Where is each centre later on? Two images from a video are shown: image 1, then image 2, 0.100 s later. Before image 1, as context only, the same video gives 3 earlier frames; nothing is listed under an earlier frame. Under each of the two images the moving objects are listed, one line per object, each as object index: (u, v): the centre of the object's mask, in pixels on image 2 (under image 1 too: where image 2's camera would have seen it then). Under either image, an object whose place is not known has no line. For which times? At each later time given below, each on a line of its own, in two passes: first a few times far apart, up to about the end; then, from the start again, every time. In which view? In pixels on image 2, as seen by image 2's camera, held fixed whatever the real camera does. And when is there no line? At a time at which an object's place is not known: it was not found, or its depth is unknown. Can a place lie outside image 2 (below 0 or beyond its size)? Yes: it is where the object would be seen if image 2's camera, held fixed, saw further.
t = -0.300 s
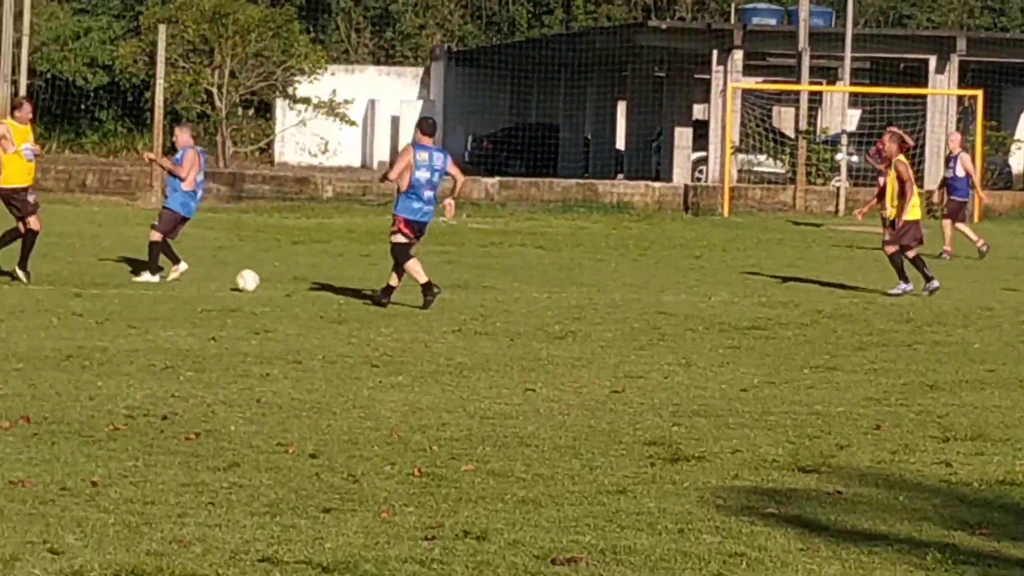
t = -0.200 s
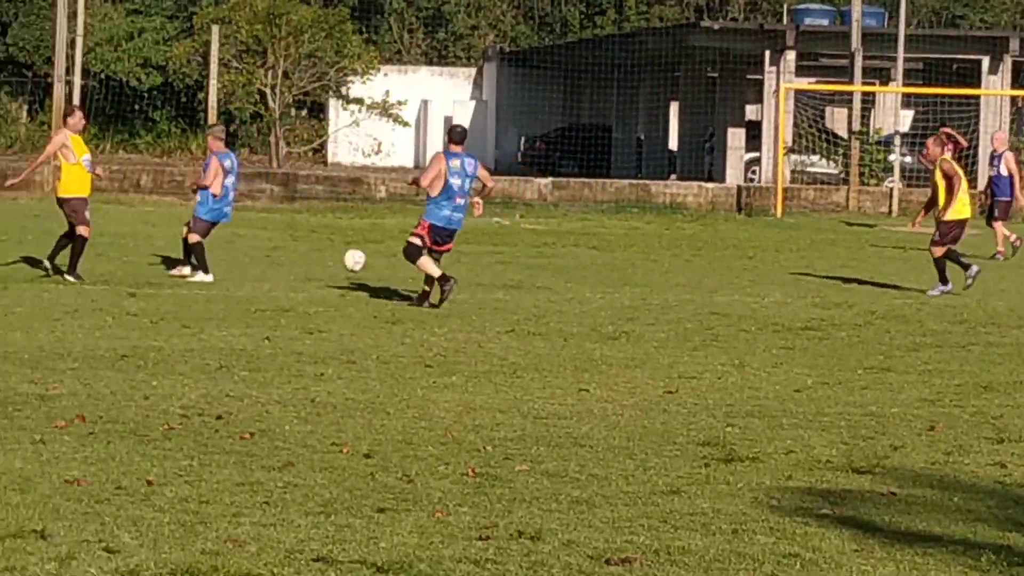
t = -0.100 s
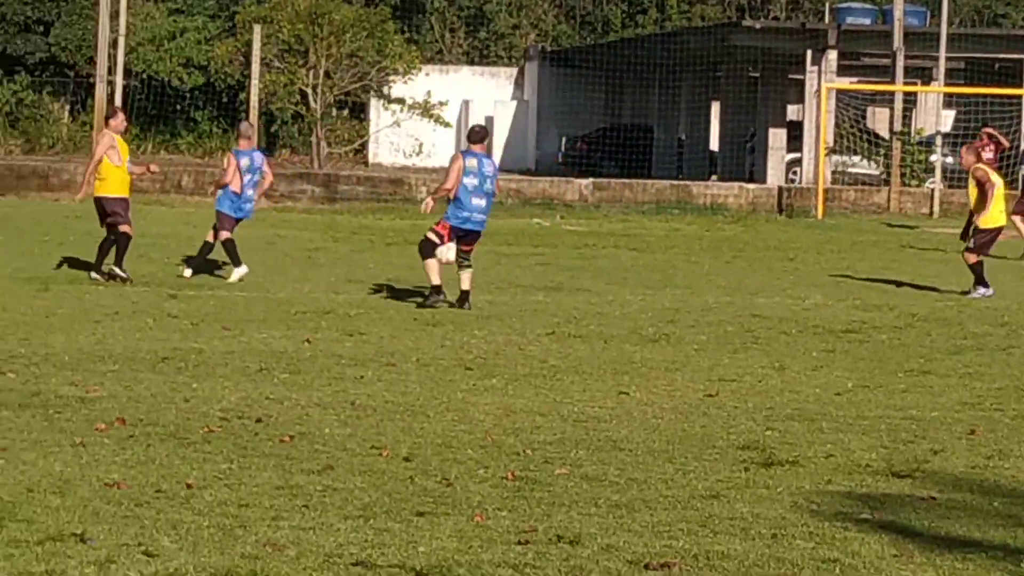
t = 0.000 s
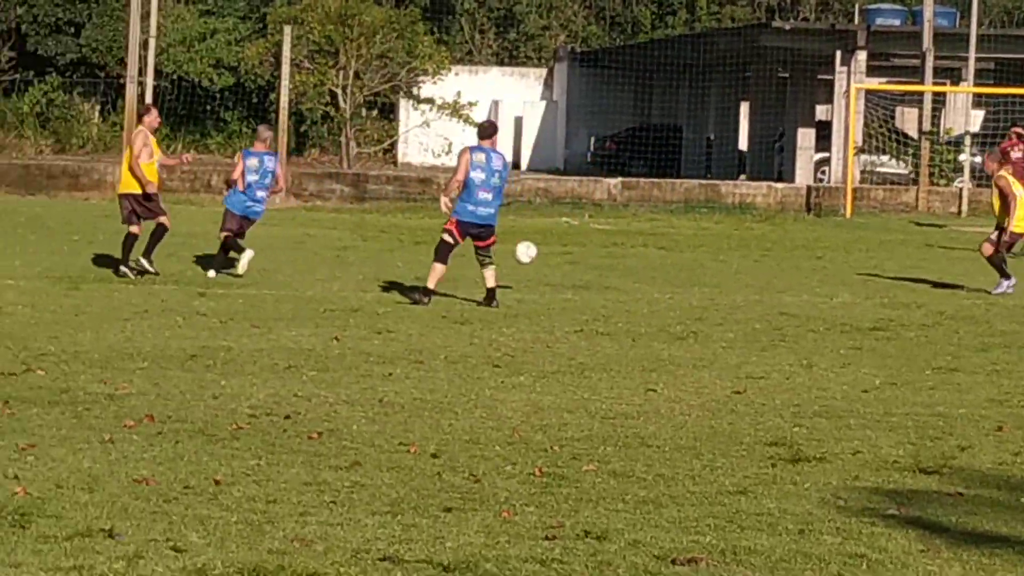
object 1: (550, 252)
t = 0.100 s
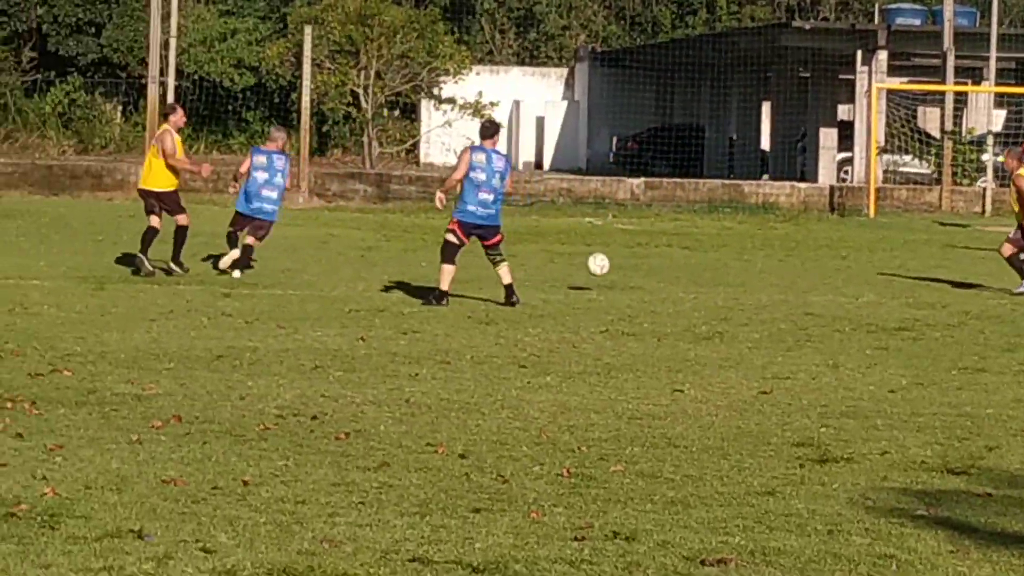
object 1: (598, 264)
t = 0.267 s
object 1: (672, 269)
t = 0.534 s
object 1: (775, 275)
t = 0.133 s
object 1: (614, 271)
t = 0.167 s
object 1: (630, 278)
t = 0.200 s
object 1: (645, 279)
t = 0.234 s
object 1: (658, 274)
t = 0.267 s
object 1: (672, 269)
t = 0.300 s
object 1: (685, 266)
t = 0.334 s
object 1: (699, 264)
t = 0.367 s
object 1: (711, 263)
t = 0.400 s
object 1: (724, 263)
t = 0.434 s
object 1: (738, 264)
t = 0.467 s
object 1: (750, 267)
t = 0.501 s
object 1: (763, 270)
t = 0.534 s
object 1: (775, 275)
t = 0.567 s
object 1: (787, 280)
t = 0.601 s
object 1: (800, 280)
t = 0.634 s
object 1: (813, 280)
